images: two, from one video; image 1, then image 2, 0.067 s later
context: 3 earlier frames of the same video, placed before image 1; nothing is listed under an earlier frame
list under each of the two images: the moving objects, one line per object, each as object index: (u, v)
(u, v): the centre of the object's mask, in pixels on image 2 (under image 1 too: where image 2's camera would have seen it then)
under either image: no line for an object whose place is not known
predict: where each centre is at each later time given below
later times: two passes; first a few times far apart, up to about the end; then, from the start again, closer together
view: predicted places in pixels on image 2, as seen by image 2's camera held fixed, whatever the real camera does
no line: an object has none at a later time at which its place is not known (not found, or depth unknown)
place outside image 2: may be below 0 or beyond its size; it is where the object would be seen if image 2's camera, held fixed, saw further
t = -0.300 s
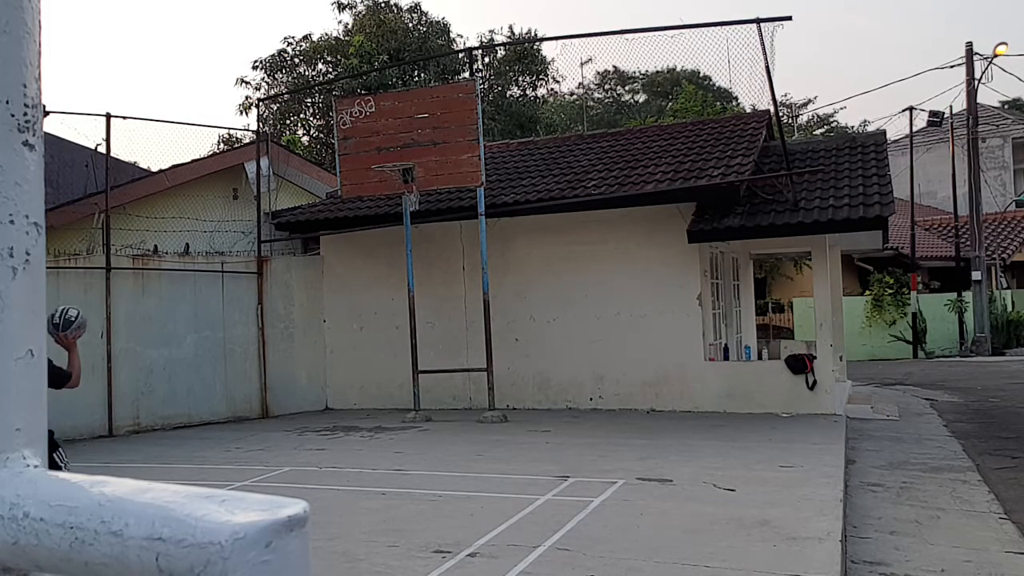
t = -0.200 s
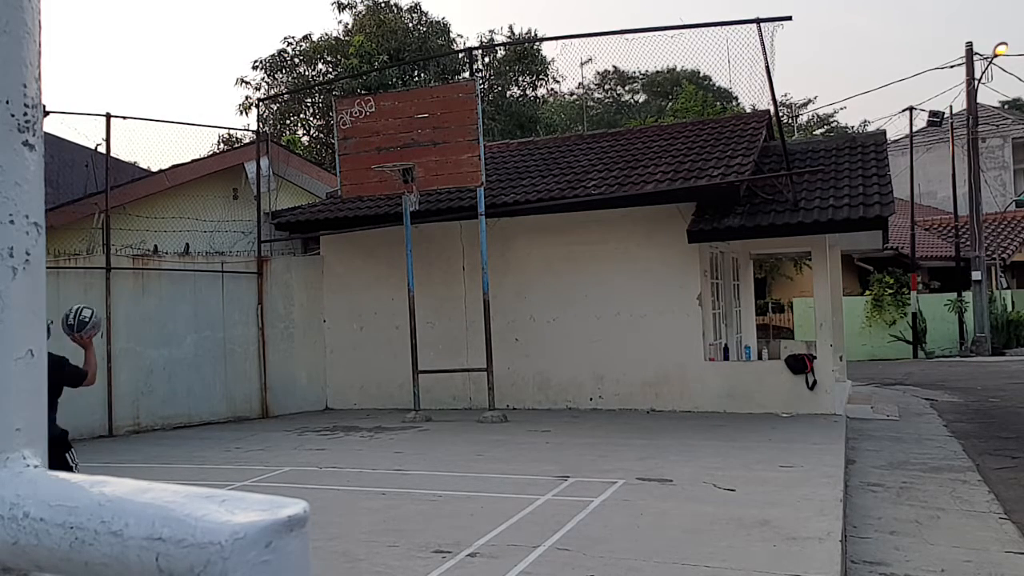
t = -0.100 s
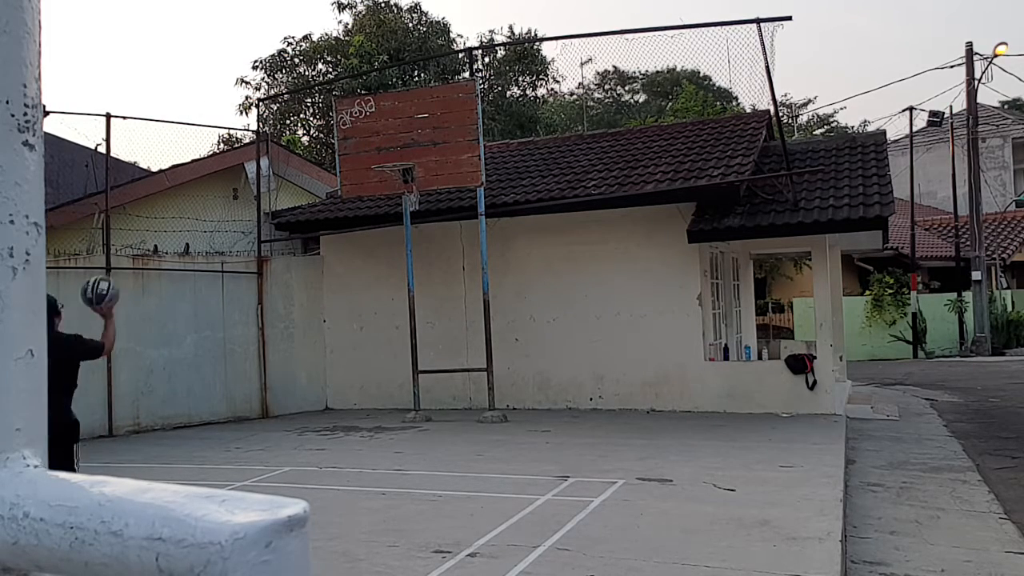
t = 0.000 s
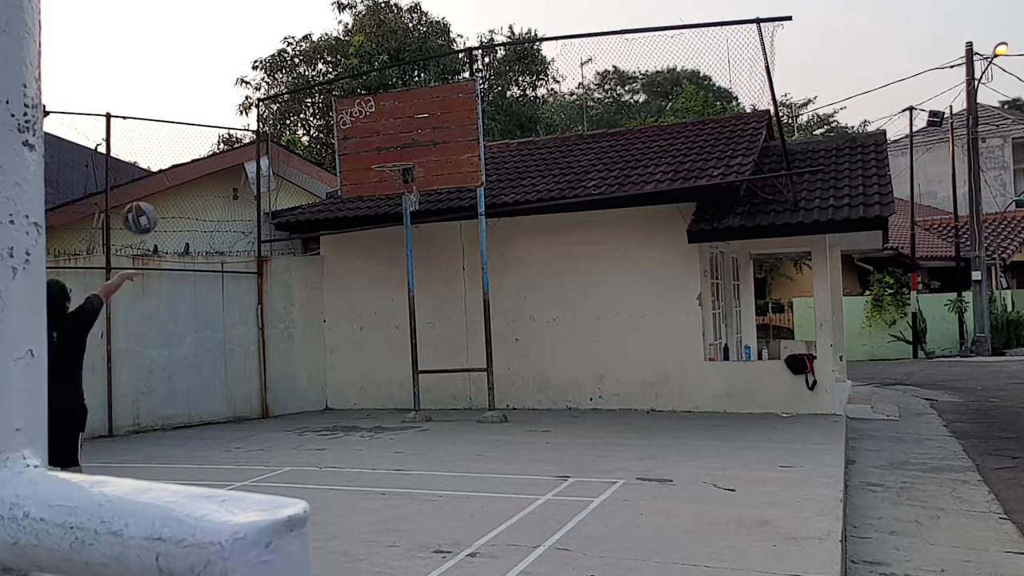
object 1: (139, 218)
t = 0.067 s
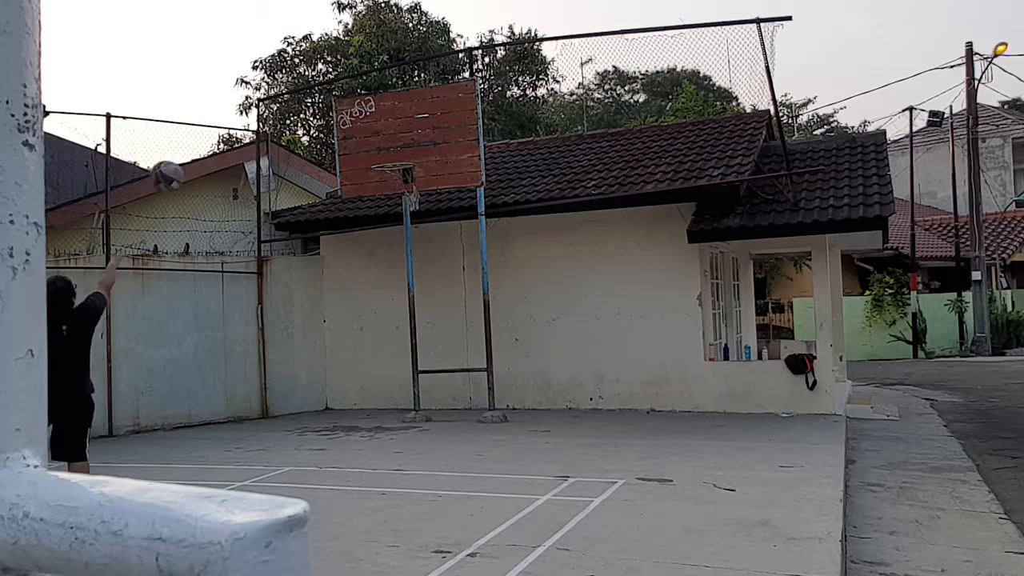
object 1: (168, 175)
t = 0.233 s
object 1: (227, 107)
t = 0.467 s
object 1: (296, 78)
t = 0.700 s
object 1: (354, 107)
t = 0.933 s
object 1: (395, 172)
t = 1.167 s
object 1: (402, 250)
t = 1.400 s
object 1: (414, 404)
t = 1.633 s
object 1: (413, 355)
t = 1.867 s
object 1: (410, 255)
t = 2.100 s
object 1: (409, 212)
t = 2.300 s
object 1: (410, 234)
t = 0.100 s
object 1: (179, 158)
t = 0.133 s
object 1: (192, 143)
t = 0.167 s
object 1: (204, 129)
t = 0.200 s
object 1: (216, 117)
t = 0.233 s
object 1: (227, 107)
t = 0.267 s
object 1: (238, 99)
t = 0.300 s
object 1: (248, 92)
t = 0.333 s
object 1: (258, 87)
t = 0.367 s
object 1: (268, 83)
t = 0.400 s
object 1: (278, 79)
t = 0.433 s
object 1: (288, 78)
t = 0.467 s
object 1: (296, 78)
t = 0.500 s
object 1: (305, 79)
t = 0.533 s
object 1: (314, 81)
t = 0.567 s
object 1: (322, 84)
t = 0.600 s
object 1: (331, 88)
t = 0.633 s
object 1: (339, 92)
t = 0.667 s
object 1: (346, 99)
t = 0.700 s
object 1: (354, 107)
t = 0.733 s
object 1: (361, 114)
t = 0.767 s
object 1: (368, 124)
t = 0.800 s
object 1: (374, 132)
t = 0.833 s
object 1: (382, 143)
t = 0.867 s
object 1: (388, 153)
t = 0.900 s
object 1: (395, 166)
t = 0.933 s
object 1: (395, 172)
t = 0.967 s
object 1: (397, 179)
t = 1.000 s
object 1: (396, 187)
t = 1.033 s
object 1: (398, 197)
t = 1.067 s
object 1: (399, 208)
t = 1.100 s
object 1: (400, 221)
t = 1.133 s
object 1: (402, 235)
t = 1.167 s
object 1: (402, 250)
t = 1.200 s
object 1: (403, 267)
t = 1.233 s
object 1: (405, 286)
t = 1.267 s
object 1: (406, 306)
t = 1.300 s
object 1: (408, 328)
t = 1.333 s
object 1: (410, 351)
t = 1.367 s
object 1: (411, 377)
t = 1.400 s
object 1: (414, 404)
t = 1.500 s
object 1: (416, 430)
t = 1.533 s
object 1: (415, 410)
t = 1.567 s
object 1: (416, 393)
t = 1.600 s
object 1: (414, 373)
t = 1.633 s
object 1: (413, 355)
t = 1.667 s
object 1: (413, 338)
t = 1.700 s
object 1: (412, 322)
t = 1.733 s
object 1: (412, 306)
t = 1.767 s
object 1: (412, 292)
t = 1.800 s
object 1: (411, 279)
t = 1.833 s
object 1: (410, 267)
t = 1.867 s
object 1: (410, 255)
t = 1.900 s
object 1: (409, 244)
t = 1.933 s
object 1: (409, 237)
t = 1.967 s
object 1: (409, 229)
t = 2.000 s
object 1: (409, 223)
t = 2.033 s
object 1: (409, 217)
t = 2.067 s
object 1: (409, 214)
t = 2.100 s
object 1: (409, 212)
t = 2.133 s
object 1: (409, 212)
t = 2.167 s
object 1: (409, 212)
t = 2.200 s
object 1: (409, 213)
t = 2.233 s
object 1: (408, 218)
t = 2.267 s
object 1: (409, 225)
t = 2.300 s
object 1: (410, 234)
